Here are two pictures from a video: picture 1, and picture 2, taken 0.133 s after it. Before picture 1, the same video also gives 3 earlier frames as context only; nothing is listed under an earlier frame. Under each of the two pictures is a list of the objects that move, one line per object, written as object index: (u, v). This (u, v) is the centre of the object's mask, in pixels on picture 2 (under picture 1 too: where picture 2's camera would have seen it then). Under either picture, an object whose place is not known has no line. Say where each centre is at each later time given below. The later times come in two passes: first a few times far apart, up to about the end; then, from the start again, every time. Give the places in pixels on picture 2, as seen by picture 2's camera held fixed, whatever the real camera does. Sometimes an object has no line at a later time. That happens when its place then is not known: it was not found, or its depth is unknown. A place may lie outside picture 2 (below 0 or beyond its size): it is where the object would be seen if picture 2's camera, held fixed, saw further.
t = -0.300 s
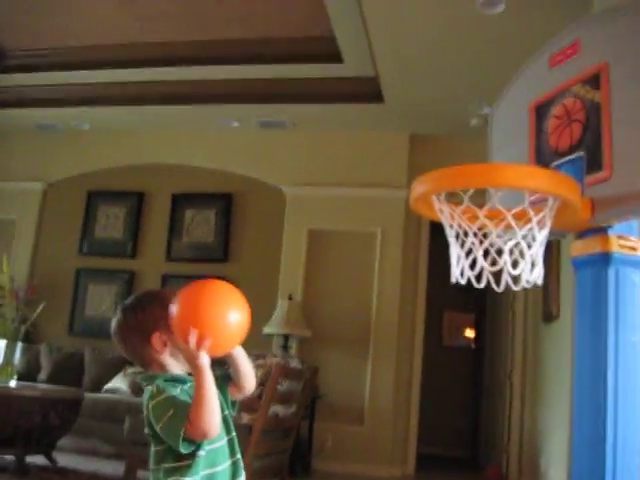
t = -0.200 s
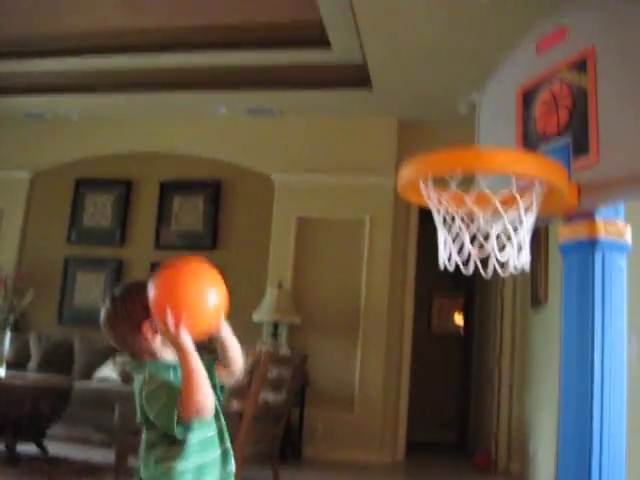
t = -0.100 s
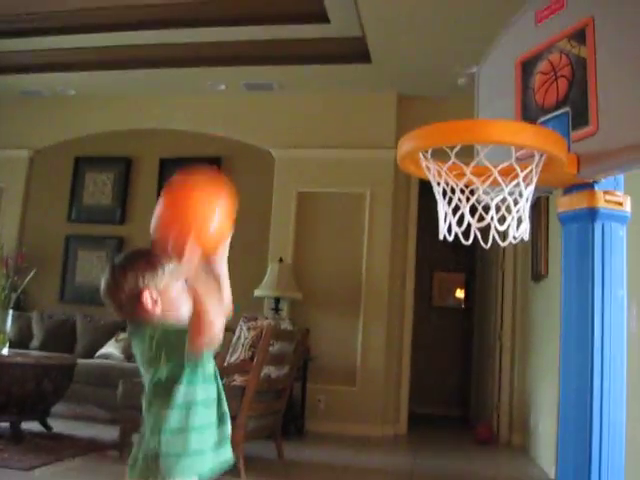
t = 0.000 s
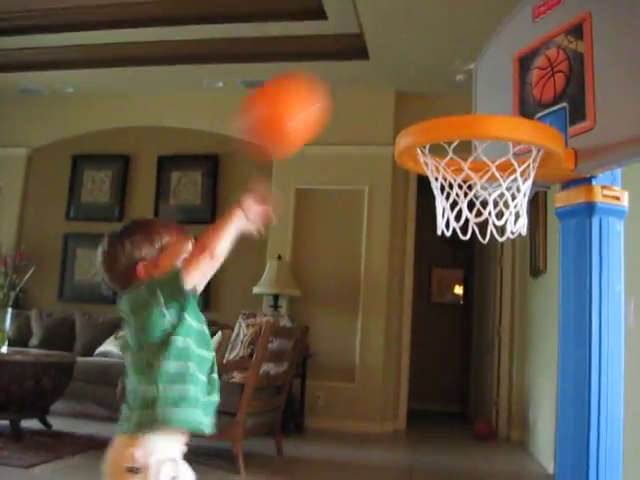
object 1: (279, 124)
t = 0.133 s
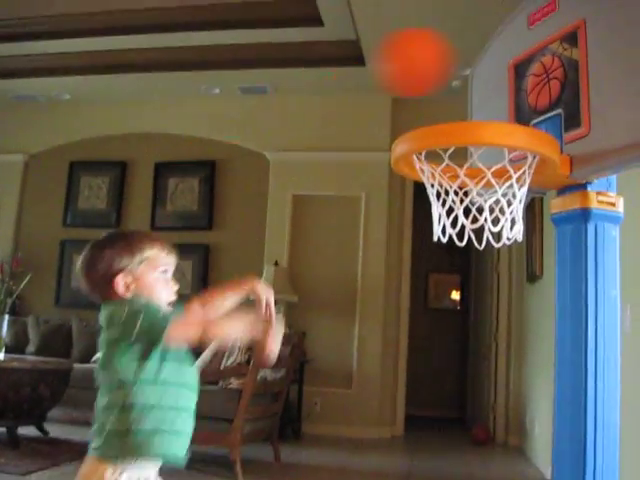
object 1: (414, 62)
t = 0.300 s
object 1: (517, 84)
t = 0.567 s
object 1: (492, 245)
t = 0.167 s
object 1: (442, 59)
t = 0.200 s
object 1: (469, 59)
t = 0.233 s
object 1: (496, 63)
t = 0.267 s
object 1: (527, 75)
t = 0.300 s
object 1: (517, 84)
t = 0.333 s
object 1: (496, 93)
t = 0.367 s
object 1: (477, 101)
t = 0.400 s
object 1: (459, 110)
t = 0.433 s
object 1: (457, 165)
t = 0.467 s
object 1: (468, 174)
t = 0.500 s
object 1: (479, 202)
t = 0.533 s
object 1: (484, 223)
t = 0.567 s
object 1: (492, 245)
